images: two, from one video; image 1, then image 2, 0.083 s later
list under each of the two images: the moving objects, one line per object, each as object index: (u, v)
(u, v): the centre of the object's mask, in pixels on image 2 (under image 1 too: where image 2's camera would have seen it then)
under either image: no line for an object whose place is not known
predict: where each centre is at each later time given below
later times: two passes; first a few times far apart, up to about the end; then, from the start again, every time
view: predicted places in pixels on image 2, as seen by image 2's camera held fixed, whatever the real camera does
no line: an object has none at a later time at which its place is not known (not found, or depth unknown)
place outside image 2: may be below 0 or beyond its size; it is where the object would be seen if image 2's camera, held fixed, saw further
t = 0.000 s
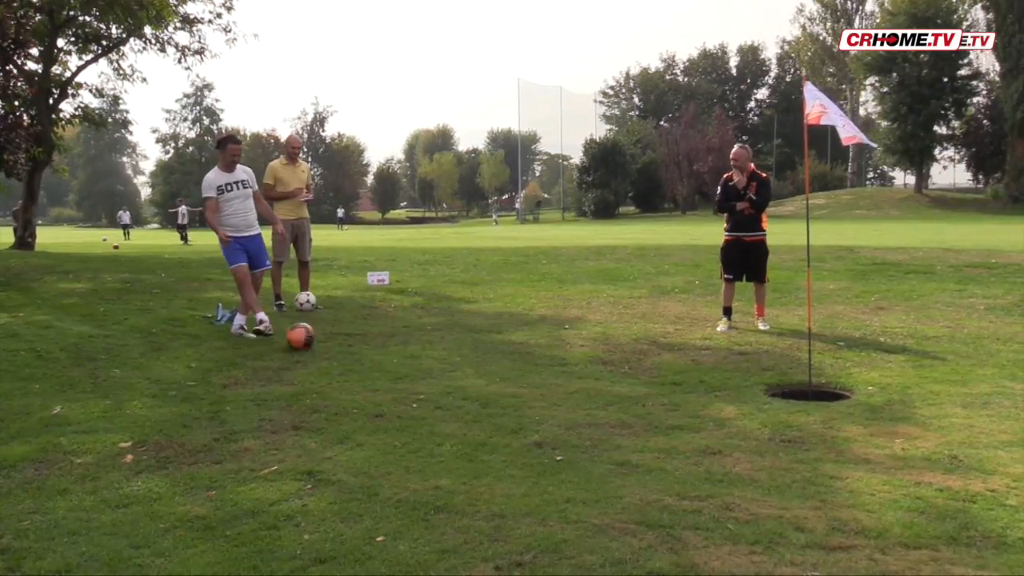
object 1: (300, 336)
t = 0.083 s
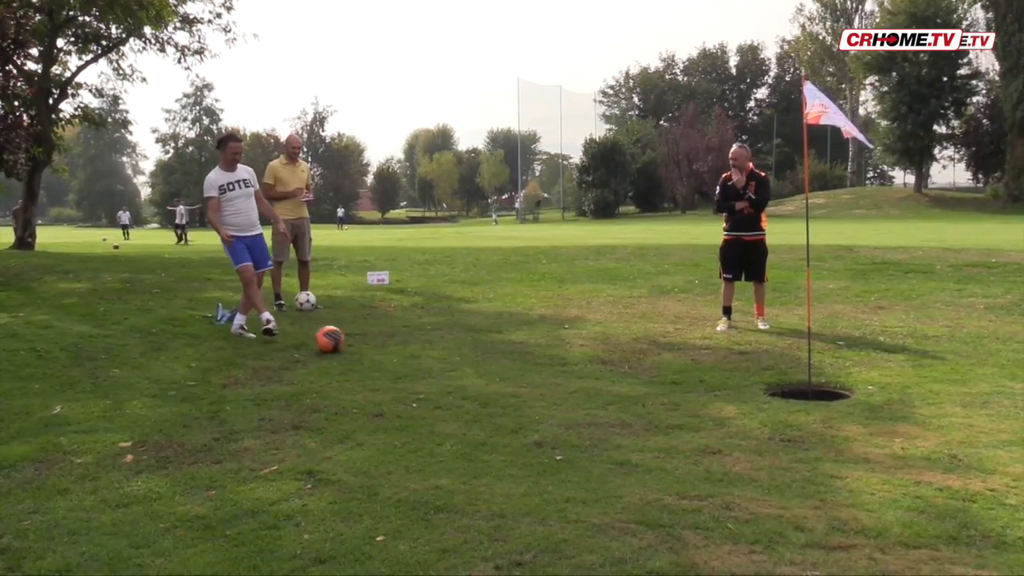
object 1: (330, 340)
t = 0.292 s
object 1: (387, 346)
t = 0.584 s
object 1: (467, 355)
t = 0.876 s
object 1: (547, 363)
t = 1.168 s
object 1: (626, 370)
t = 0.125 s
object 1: (342, 341)
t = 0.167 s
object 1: (352, 341)
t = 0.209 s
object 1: (364, 344)
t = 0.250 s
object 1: (375, 346)
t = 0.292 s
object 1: (387, 346)
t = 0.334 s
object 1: (397, 347)
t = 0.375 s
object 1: (409, 349)
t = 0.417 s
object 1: (421, 351)
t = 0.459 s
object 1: (432, 351)
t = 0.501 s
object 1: (443, 352)
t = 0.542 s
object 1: (455, 354)
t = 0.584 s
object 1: (467, 355)
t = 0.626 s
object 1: (479, 356)
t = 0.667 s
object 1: (490, 357)
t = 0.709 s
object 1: (501, 358)
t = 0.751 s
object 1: (512, 360)
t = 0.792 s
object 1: (524, 360)
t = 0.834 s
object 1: (535, 362)
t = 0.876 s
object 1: (547, 363)
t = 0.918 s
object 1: (558, 364)
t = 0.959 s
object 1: (569, 365)
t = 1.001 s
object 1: (581, 365)
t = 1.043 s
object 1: (592, 367)
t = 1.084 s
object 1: (603, 368)
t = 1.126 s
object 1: (614, 369)
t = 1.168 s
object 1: (626, 370)
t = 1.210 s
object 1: (637, 371)
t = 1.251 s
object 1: (648, 372)
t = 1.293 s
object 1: (660, 373)
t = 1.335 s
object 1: (671, 374)
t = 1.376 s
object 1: (682, 374)
